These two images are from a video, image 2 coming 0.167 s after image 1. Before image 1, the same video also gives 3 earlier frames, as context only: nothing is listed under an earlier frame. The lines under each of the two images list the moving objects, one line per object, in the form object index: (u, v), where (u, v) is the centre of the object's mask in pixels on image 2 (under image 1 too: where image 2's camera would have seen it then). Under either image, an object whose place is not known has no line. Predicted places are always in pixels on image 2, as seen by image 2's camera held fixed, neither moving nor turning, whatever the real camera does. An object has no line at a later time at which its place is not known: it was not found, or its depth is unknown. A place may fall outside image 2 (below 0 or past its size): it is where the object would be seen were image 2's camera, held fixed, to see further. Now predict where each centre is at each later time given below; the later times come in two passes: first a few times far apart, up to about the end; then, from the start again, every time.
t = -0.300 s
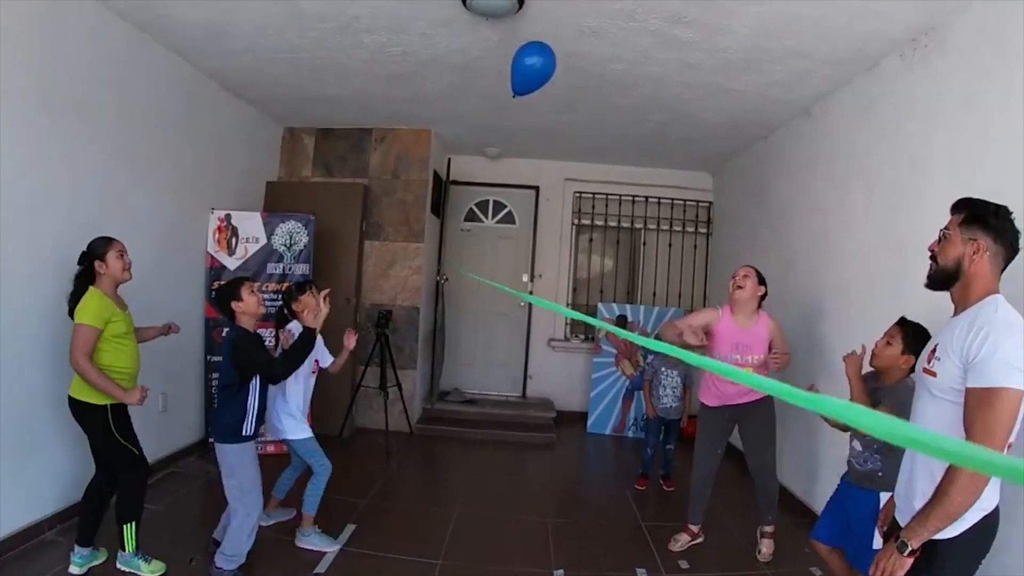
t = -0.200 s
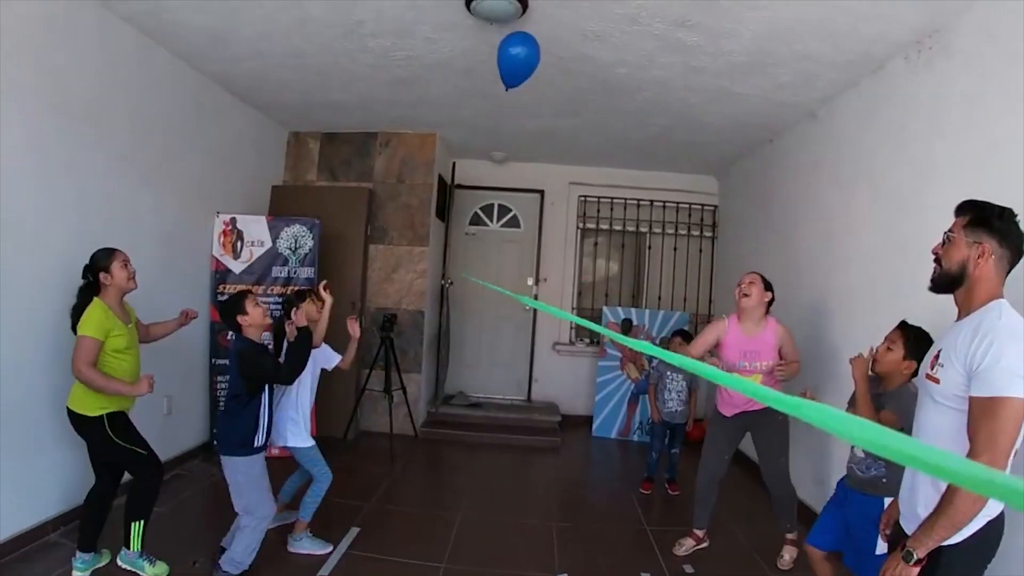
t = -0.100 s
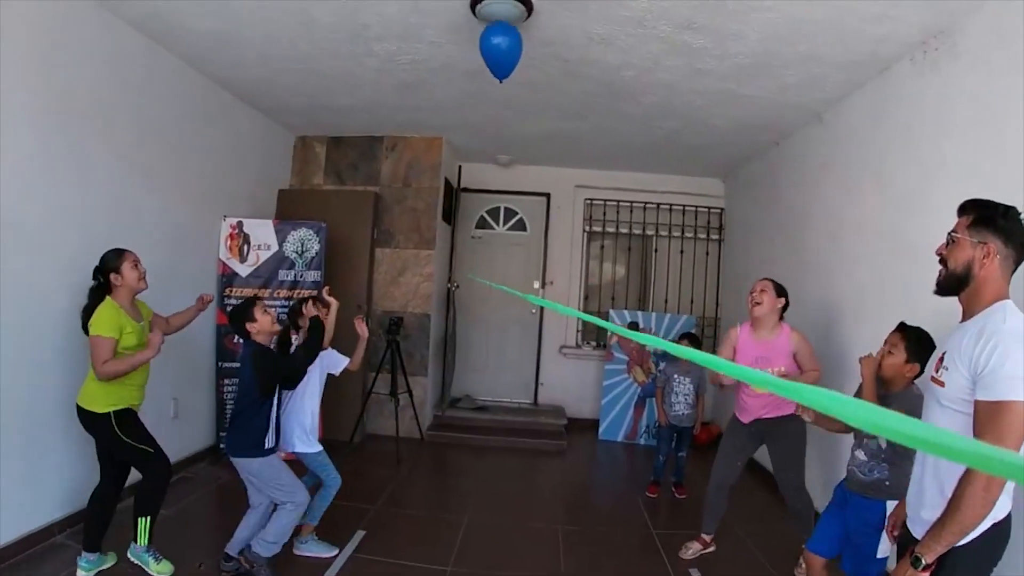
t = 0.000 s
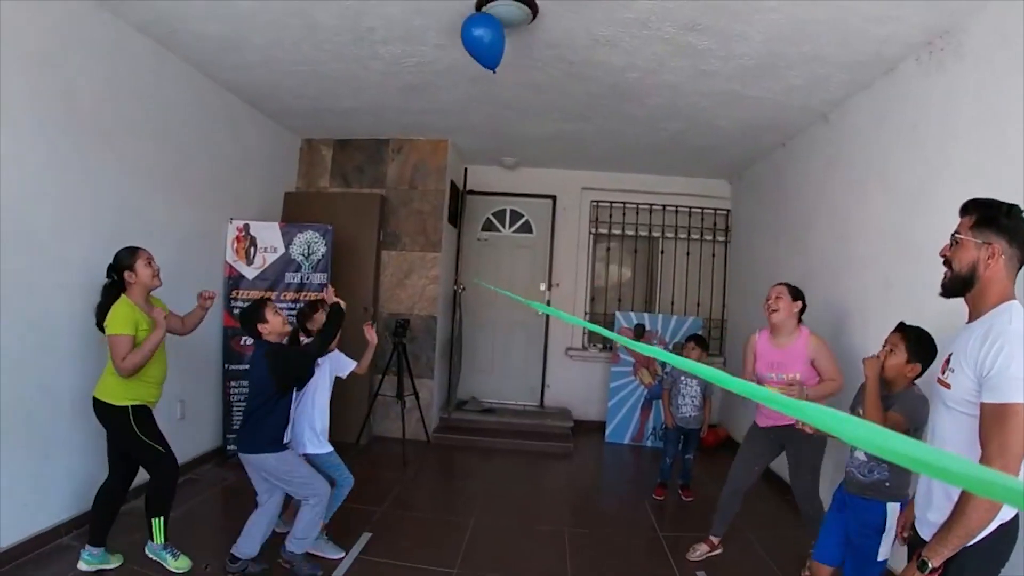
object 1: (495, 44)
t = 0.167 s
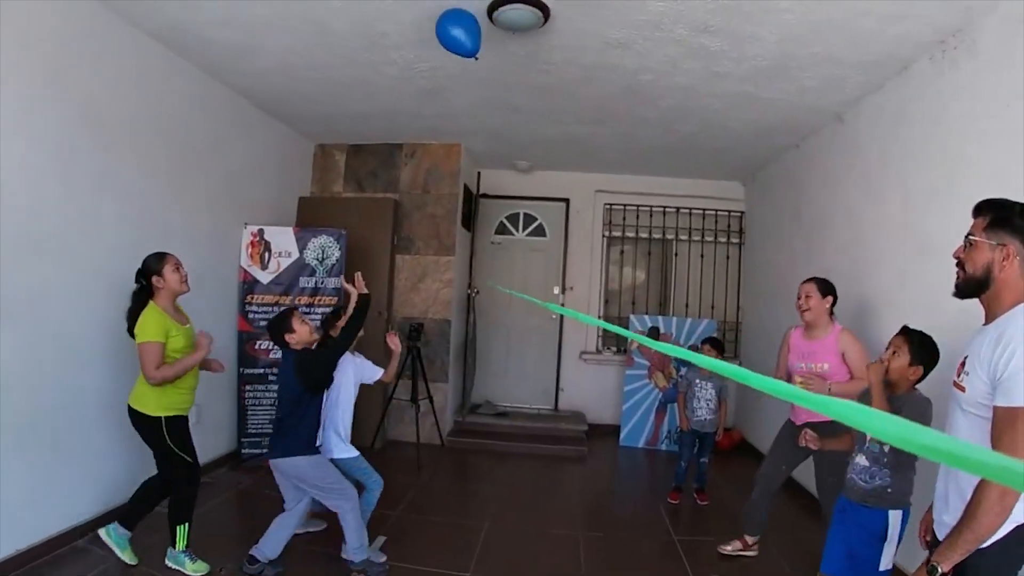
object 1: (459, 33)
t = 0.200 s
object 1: (453, 32)
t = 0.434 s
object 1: (414, 45)
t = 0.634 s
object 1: (389, 78)
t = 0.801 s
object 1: (372, 117)
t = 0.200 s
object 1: (453, 32)
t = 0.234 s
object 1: (446, 32)
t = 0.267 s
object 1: (440, 32)
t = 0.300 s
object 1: (434, 33)
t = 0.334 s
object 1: (429, 35)
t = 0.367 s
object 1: (424, 37)
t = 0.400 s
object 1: (419, 41)
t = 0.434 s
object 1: (414, 45)
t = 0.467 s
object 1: (409, 49)
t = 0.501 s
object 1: (405, 54)
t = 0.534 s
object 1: (401, 59)
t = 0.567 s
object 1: (397, 65)
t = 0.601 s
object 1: (393, 71)
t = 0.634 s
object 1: (389, 78)
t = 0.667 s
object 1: (385, 85)
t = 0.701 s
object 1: (382, 93)
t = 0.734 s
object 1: (378, 101)
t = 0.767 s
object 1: (375, 109)
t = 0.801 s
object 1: (372, 117)
